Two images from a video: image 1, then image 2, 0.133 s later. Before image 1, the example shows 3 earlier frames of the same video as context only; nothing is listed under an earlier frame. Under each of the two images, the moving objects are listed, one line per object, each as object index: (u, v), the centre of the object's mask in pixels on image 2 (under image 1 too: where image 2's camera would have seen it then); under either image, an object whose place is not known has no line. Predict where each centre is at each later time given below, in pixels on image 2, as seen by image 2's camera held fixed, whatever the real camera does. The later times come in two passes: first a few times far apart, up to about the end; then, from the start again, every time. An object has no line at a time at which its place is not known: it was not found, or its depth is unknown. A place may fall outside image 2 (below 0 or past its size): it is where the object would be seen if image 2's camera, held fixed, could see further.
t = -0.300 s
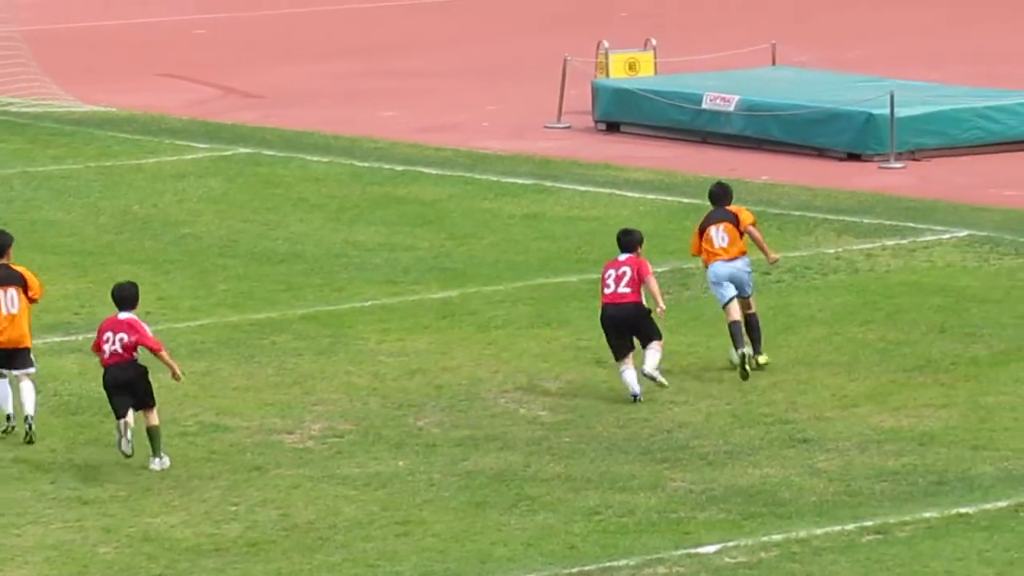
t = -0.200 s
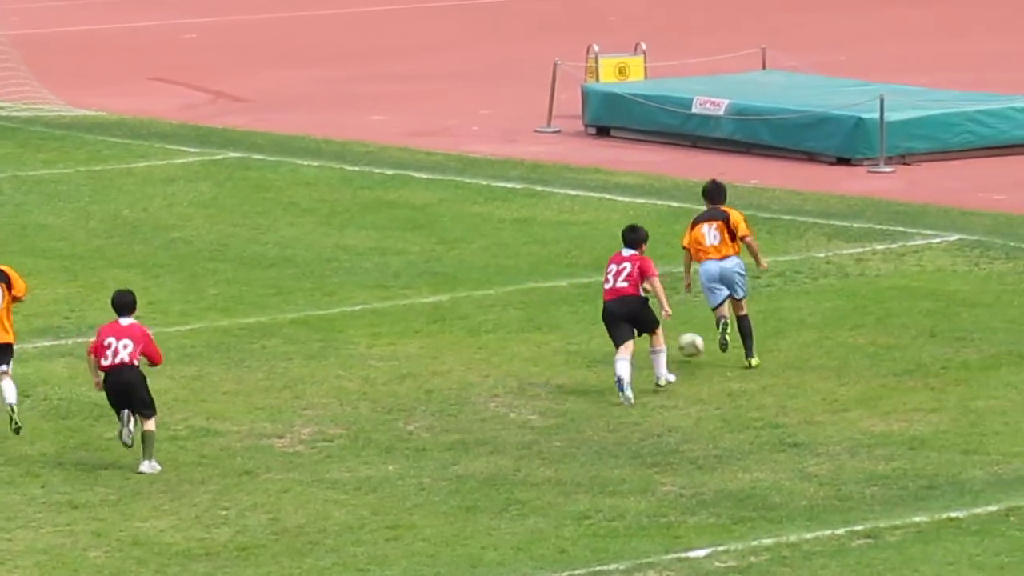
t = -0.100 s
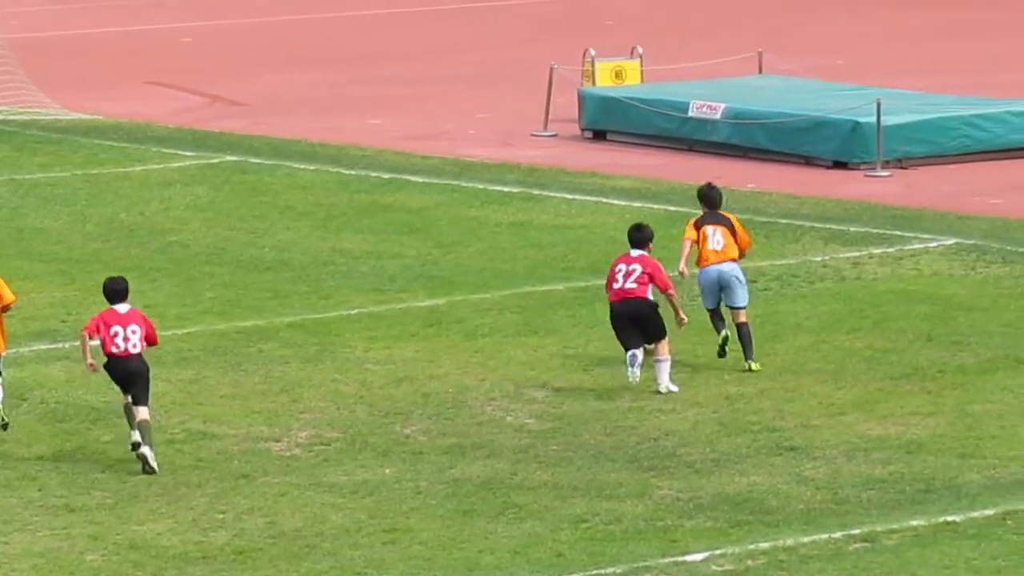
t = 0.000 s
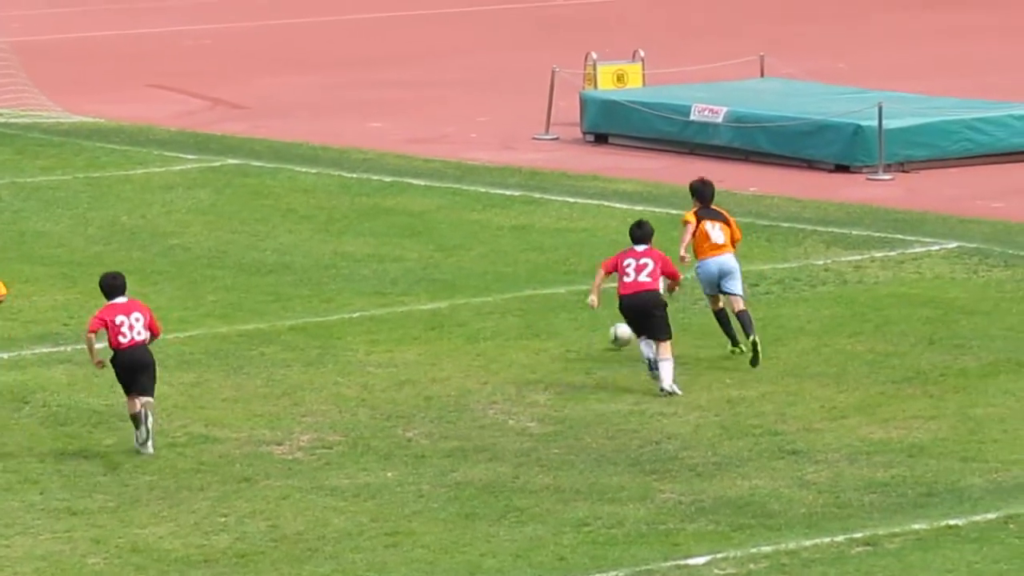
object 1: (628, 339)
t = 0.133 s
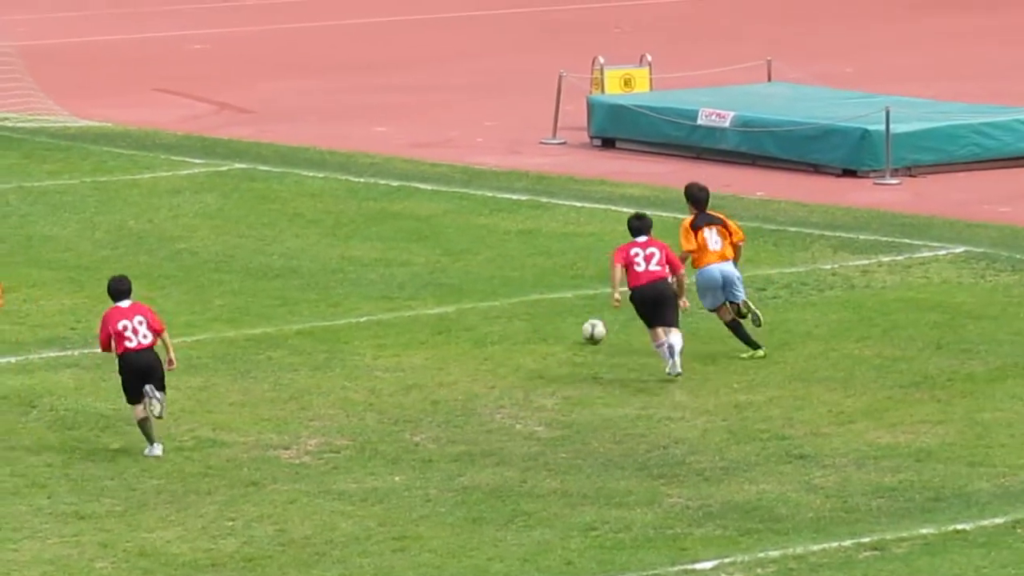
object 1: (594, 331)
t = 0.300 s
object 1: (553, 318)
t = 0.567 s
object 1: (496, 303)
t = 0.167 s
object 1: (585, 331)
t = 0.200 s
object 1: (577, 327)
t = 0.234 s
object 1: (569, 322)
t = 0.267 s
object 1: (561, 320)
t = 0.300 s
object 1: (553, 318)
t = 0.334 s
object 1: (546, 317)
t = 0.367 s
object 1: (538, 317)
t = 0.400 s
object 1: (531, 313)
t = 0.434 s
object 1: (524, 309)
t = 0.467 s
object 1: (517, 306)
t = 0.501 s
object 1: (510, 304)
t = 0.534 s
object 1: (502, 304)
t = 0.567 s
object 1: (496, 303)
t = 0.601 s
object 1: (489, 300)
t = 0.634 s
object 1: (483, 296)
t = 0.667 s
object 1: (477, 294)
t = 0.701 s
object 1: (470, 292)
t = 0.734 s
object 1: (463, 291)
